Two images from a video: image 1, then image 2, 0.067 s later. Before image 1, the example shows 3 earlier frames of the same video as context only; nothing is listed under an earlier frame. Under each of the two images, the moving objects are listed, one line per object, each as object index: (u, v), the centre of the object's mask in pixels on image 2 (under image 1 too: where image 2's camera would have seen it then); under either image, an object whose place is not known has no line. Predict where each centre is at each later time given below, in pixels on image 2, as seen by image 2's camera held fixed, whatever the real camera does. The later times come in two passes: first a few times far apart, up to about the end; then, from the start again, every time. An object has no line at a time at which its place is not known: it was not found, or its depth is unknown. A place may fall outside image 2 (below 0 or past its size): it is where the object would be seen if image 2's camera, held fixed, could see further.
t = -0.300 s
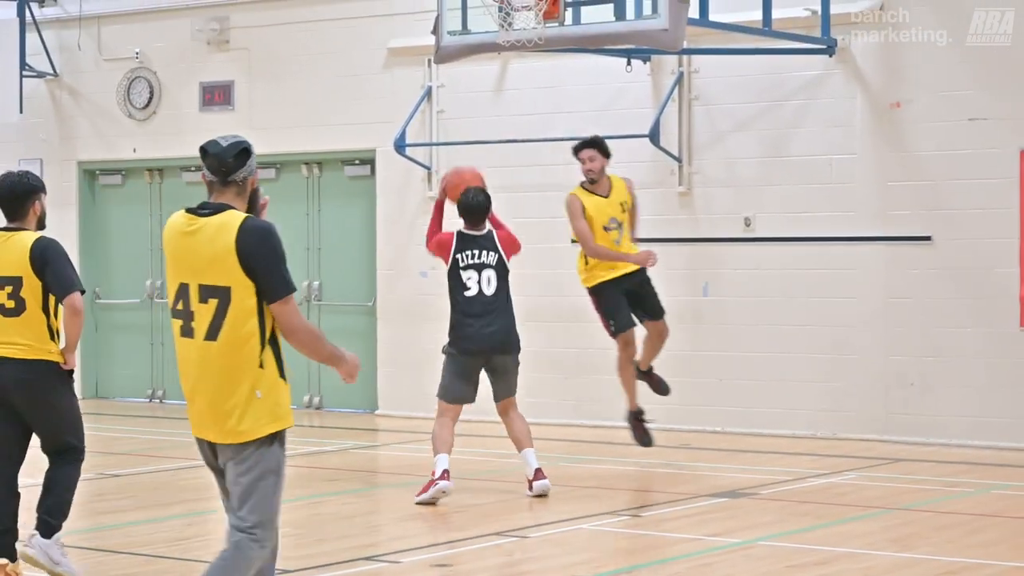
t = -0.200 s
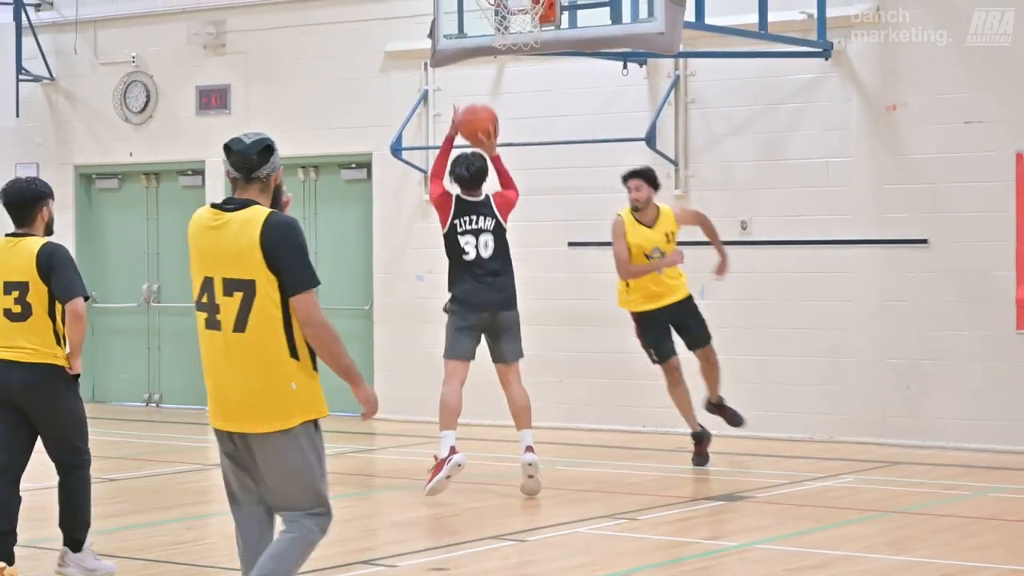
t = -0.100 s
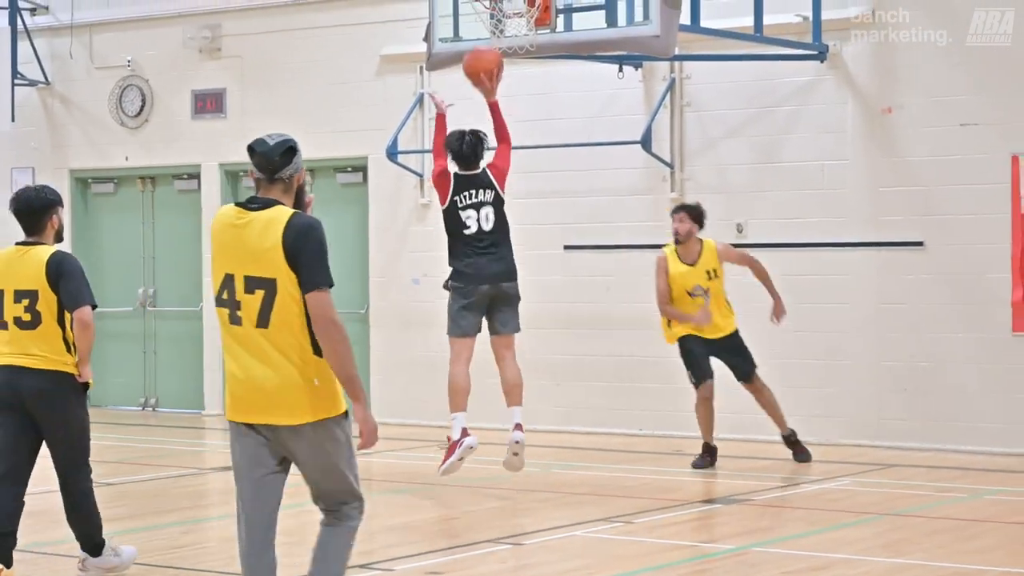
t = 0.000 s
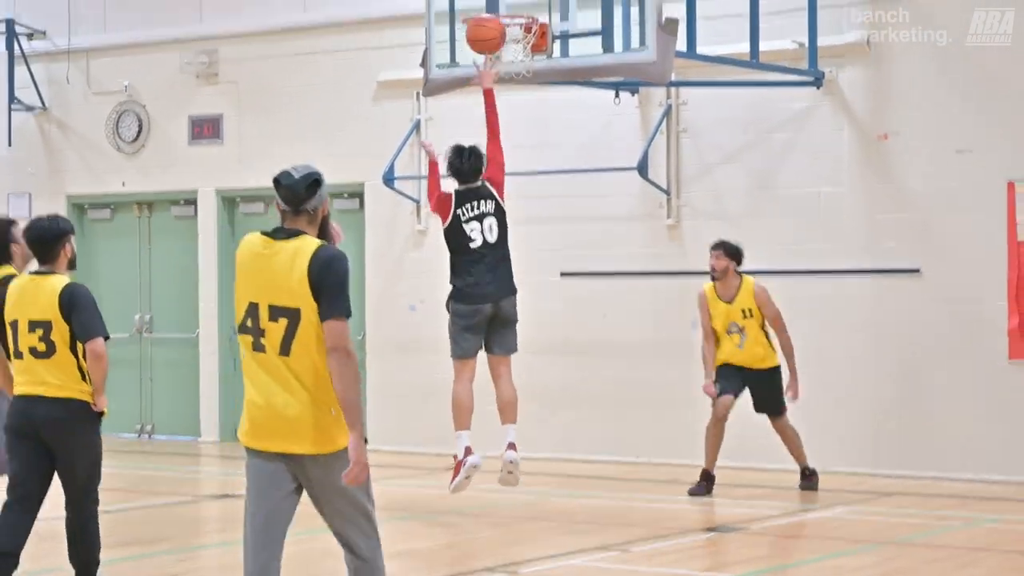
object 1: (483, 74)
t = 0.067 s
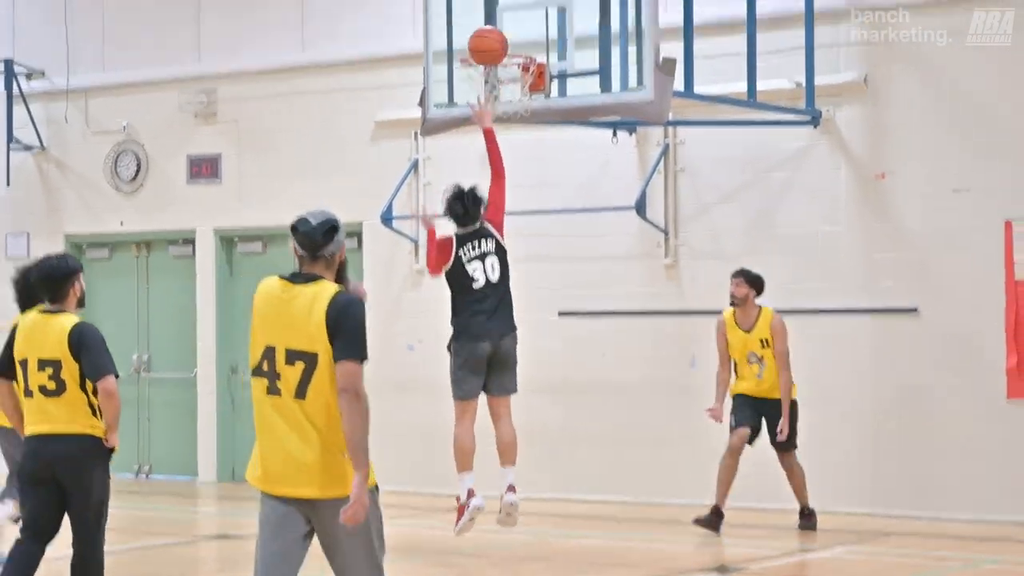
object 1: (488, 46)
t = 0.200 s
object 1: (496, 13)
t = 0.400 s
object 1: (508, 20)
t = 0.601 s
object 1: (519, 25)
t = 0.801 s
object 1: (522, 38)
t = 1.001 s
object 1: (500, 41)
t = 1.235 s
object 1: (478, 40)
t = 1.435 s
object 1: (472, 41)
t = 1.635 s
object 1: (480, 45)
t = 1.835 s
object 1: (501, 89)
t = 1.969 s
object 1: (517, 135)
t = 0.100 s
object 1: (490, 35)
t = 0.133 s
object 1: (492, 26)
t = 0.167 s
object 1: (494, 18)
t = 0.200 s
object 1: (496, 13)
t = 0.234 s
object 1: (498, 10)
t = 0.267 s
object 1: (500, 9)
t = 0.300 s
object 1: (503, 9)
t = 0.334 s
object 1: (504, 11)
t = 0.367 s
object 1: (506, 15)
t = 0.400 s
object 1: (508, 20)
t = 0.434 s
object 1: (511, 27)
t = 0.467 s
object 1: (513, 36)
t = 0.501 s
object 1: (514, 33)
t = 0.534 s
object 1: (516, 29)
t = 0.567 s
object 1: (518, 26)
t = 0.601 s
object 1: (519, 25)
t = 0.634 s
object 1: (521, 26)
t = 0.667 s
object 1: (522, 28)
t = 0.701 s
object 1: (524, 33)
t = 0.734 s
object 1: (525, 38)
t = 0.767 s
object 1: (526, 41)
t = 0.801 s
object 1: (522, 38)
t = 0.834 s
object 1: (518, 36)
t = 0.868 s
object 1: (515, 36)
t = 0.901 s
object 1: (511, 37)
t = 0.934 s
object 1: (507, 39)
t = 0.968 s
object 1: (504, 41)
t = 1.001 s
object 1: (500, 41)
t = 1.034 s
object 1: (497, 39)
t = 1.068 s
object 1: (493, 37)
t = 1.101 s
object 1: (490, 37)
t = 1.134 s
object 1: (486, 38)
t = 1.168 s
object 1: (483, 40)
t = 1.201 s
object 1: (479, 42)
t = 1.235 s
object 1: (478, 40)
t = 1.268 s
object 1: (477, 39)
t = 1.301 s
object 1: (475, 39)
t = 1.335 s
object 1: (474, 39)
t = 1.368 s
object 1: (472, 41)
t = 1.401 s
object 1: (471, 42)
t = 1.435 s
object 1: (472, 41)
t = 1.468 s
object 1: (472, 40)
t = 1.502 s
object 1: (473, 41)
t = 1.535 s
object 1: (473, 43)
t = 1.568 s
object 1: (476, 43)
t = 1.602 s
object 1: (478, 44)
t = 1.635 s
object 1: (480, 45)
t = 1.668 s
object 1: (484, 54)
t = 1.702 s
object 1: (487, 58)
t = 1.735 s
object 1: (491, 63)
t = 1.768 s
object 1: (492, 73)
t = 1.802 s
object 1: (498, 80)
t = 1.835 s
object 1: (501, 89)
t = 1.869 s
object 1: (505, 98)
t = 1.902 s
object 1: (510, 111)
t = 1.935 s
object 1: (513, 122)
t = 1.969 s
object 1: (517, 135)
